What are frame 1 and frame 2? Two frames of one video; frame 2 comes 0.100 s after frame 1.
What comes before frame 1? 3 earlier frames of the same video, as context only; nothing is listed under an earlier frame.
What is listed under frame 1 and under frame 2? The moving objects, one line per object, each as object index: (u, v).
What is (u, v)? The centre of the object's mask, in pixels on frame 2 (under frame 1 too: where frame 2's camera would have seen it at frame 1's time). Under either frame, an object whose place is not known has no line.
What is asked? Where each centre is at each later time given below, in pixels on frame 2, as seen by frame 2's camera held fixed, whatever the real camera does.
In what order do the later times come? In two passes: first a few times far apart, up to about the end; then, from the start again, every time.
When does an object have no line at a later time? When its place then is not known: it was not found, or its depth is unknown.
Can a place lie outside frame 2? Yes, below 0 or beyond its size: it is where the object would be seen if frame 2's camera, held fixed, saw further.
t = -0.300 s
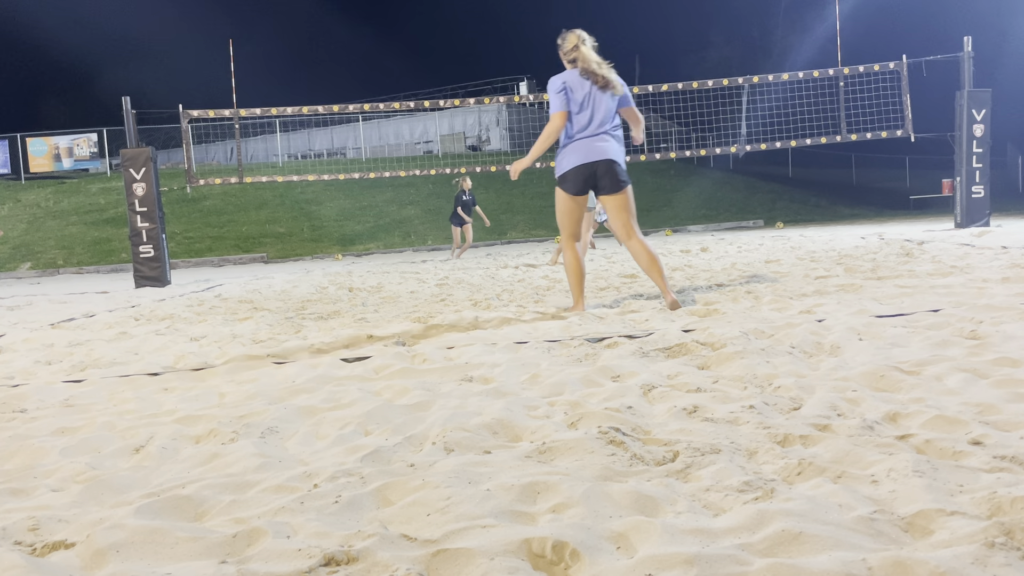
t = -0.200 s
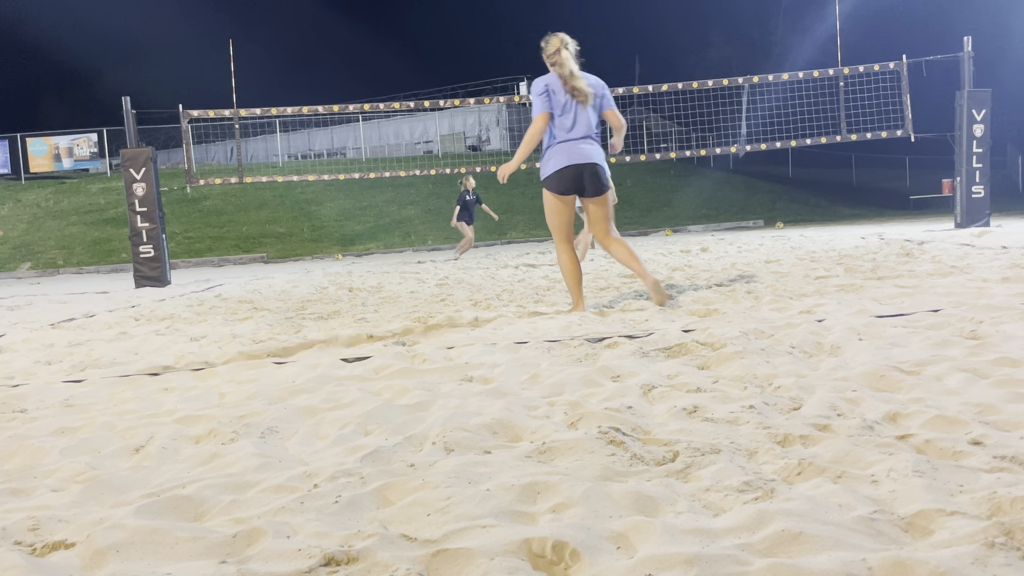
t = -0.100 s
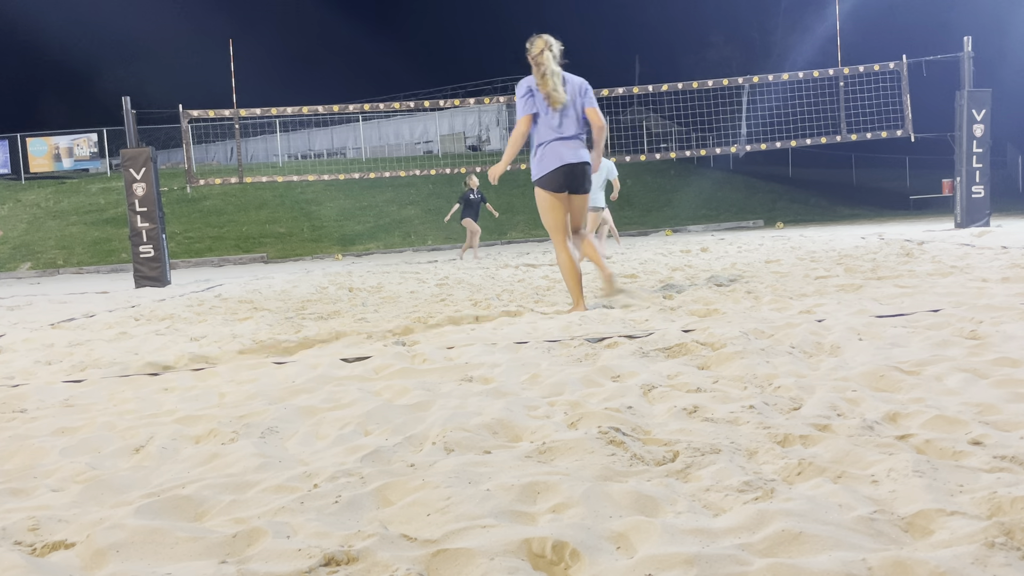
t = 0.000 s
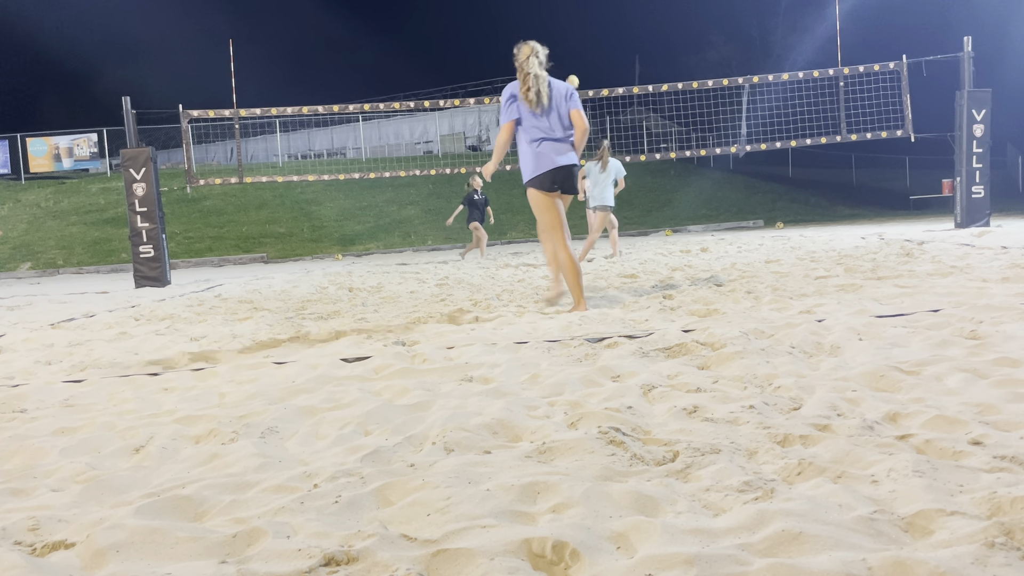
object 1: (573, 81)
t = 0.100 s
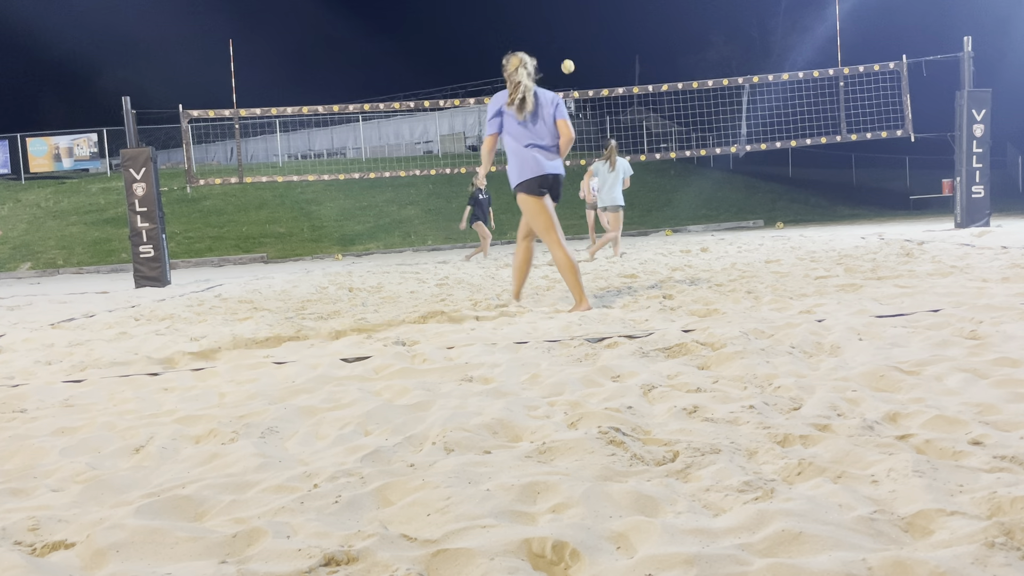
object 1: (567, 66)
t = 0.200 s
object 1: (563, 56)
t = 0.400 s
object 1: (556, 51)
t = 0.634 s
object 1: (550, 77)
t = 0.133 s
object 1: (566, 62)
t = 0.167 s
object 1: (565, 59)
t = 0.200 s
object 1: (563, 56)
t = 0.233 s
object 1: (562, 53)
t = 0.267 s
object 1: (561, 51)
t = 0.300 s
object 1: (559, 50)
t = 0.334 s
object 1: (558, 50)
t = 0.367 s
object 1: (557, 50)
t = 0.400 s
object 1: (556, 51)
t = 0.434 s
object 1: (555, 53)
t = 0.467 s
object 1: (554, 55)
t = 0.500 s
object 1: (553, 58)
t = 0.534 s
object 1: (552, 61)
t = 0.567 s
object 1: (551, 66)
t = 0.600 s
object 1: (550, 71)
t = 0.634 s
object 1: (550, 77)
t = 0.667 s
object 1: (549, 83)
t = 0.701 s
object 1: (548, 88)
